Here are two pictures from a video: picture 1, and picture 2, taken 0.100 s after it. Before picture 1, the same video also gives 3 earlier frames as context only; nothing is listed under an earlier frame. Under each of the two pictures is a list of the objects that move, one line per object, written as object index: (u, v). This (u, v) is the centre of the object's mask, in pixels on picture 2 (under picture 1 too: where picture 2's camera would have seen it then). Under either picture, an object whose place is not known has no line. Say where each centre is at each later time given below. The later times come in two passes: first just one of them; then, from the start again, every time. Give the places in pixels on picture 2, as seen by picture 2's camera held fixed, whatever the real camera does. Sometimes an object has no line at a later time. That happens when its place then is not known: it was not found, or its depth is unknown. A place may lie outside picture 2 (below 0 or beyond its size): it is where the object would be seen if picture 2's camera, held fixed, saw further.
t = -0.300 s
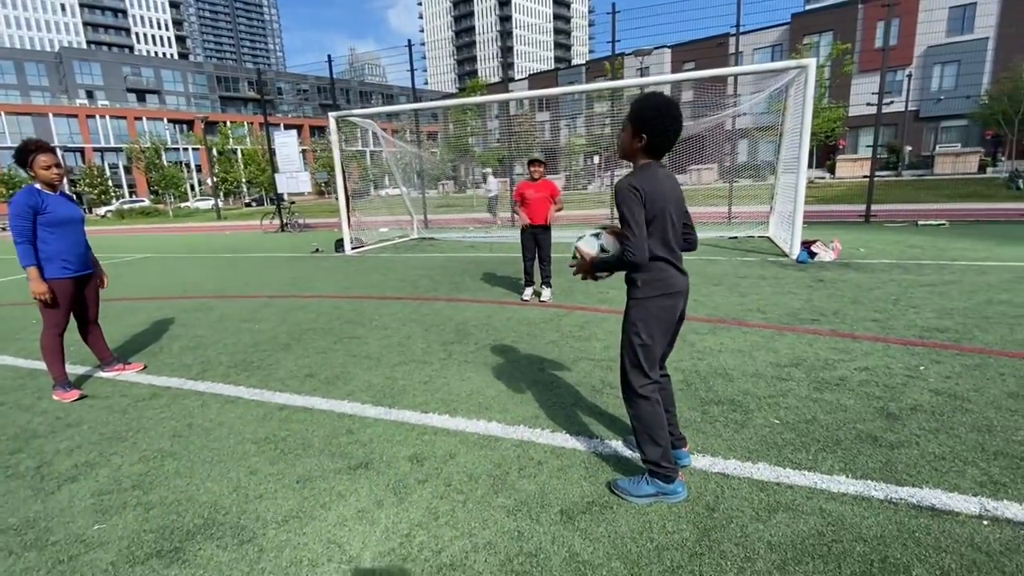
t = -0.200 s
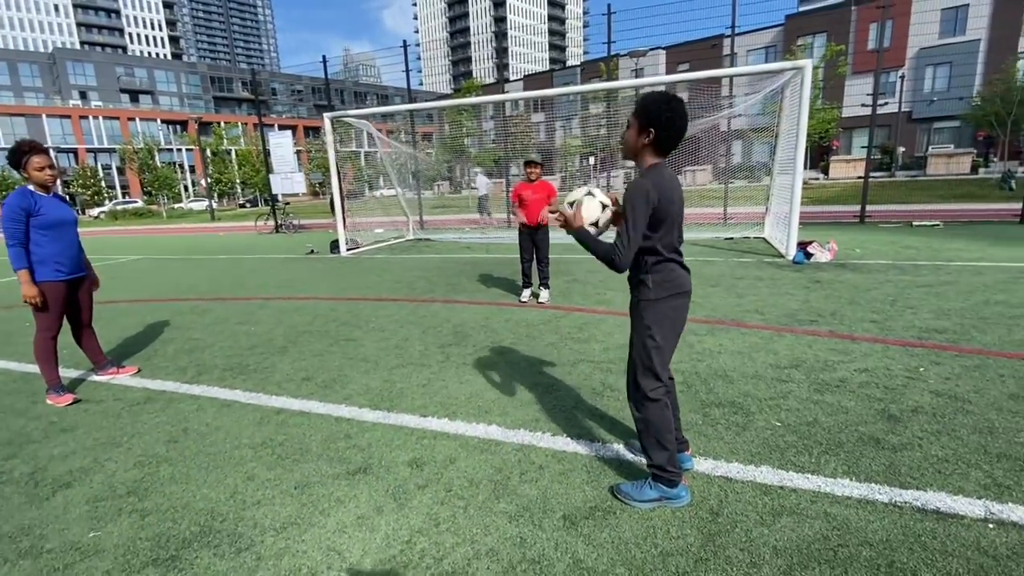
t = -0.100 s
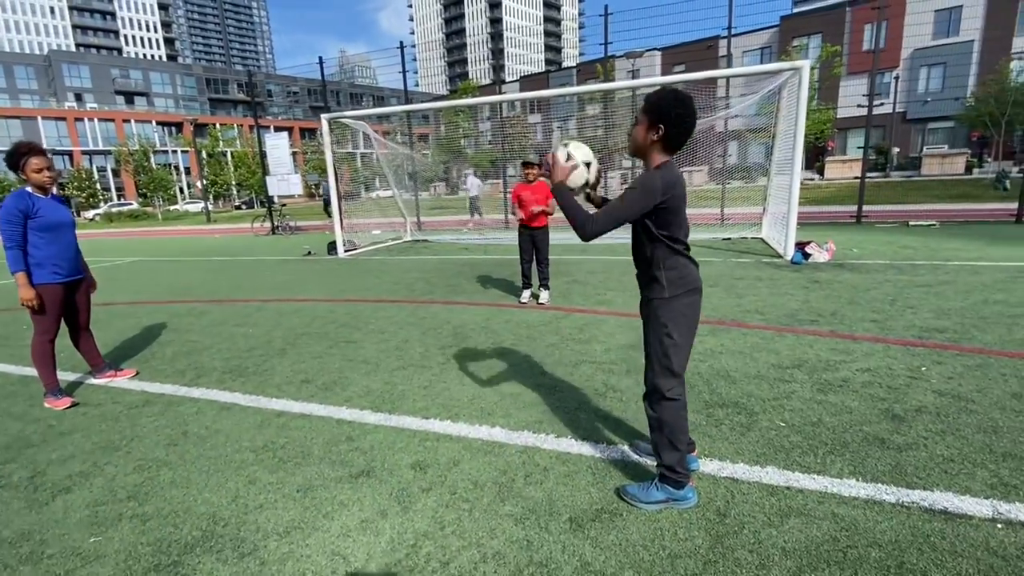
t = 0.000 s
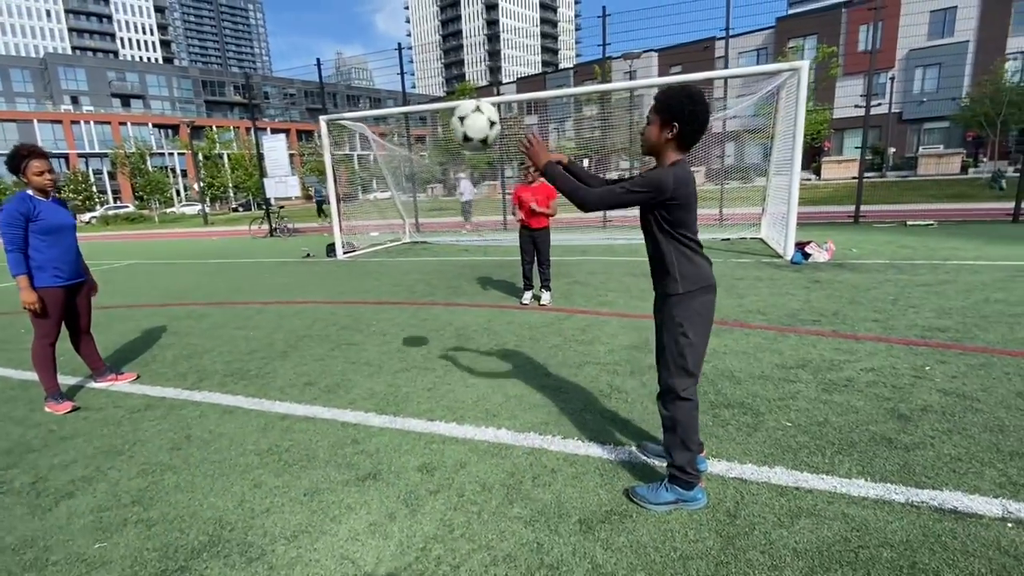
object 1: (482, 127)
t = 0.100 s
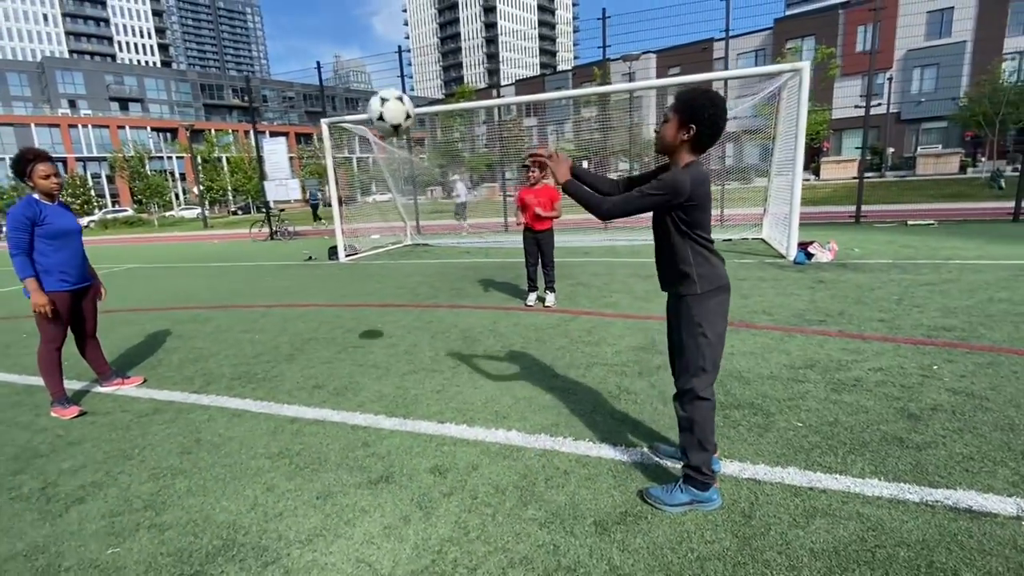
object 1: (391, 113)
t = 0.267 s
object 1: (289, 134)
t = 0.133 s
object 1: (366, 112)
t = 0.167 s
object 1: (343, 114)
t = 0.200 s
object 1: (323, 118)
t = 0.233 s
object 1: (305, 125)
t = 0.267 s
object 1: (289, 134)
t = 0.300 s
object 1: (274, 144)
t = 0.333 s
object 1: (260, 155)
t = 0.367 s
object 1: (246, 167)
